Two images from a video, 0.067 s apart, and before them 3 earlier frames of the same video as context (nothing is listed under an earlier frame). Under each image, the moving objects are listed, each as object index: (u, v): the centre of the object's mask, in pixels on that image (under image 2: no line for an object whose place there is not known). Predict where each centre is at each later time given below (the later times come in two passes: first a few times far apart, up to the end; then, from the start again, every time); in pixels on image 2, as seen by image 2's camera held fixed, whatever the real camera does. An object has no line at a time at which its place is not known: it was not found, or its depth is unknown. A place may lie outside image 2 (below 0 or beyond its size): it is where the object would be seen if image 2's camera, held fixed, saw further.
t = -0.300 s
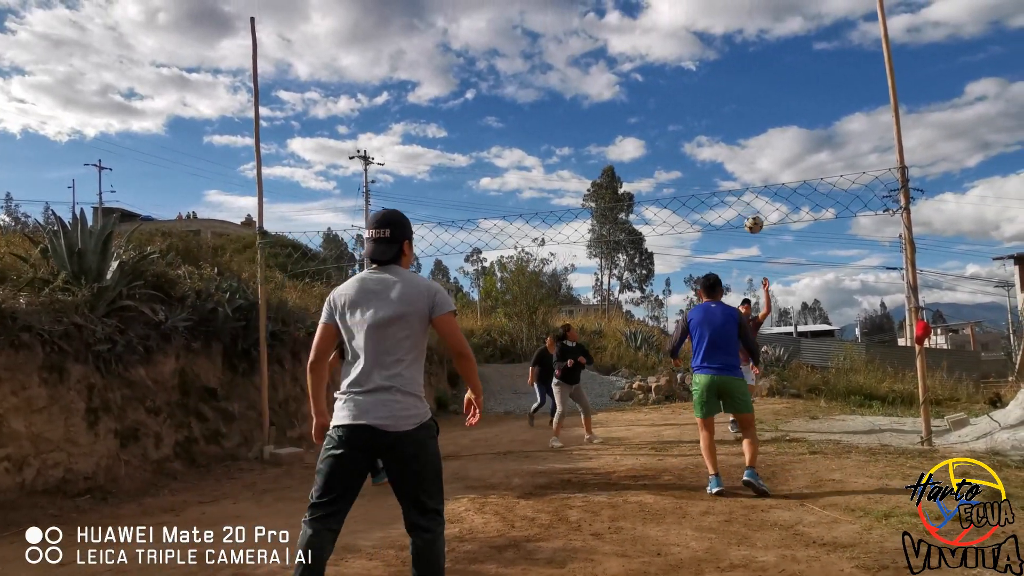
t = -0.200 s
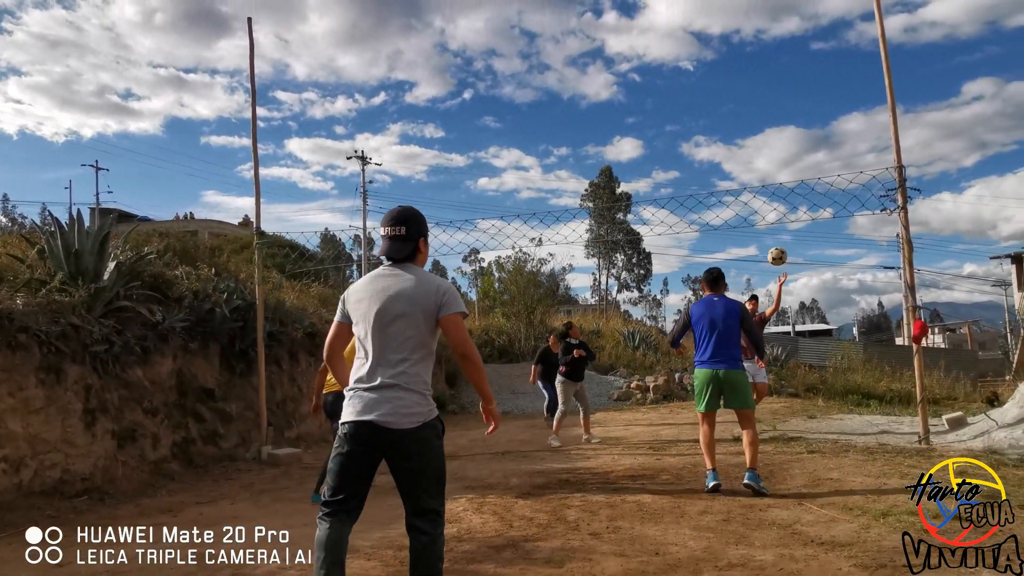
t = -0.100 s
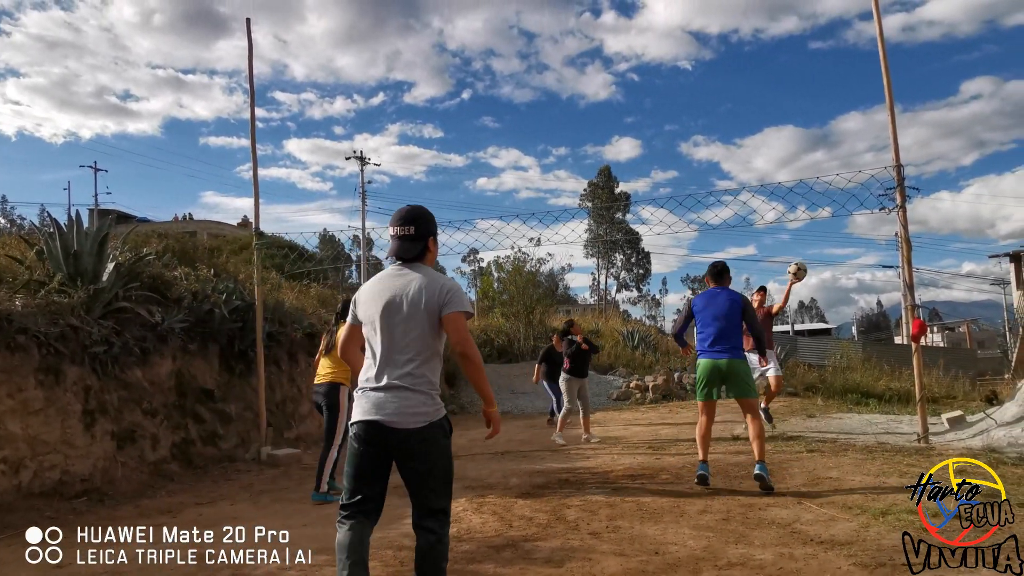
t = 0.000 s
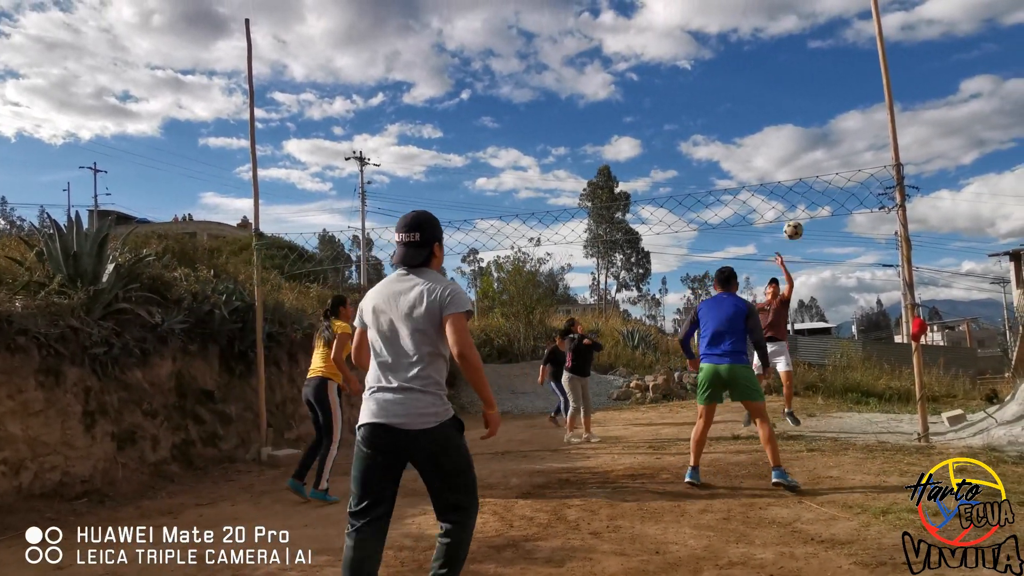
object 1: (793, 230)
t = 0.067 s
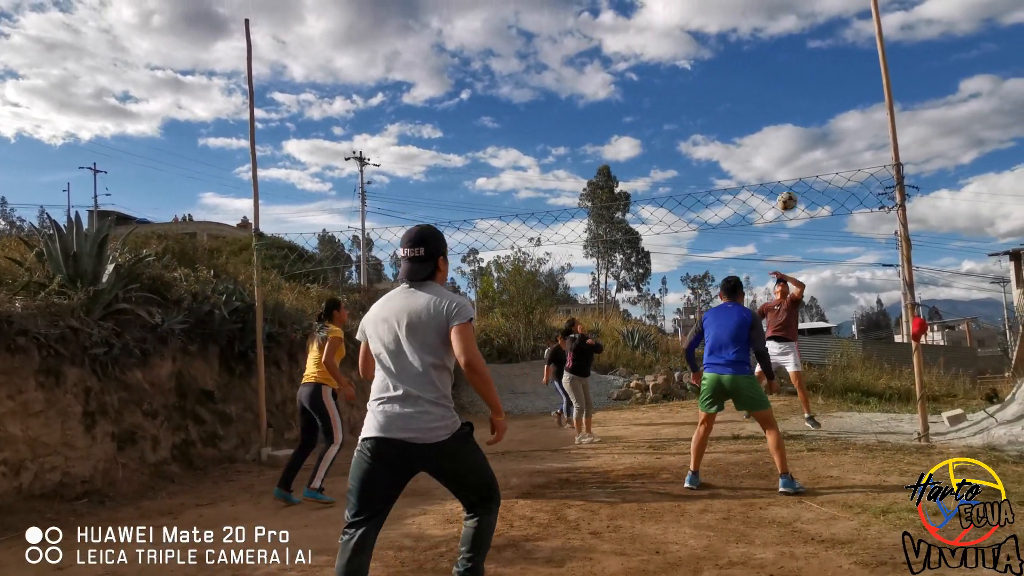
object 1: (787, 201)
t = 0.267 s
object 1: (771, 133)
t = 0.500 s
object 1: (757, 96)
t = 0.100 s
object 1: (784, 187)
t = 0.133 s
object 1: (781, 175)
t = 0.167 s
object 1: (778, 164)
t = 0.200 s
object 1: (776, 152)
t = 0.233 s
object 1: (773, 142)
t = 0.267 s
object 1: (771, 133)
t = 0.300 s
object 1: (768, 125)
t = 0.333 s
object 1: (766, 119)
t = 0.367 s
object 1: (763, 113)
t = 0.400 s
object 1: (762, 108)
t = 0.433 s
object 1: (760, 103)
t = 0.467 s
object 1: (758, 99)
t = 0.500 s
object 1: (757, 96)
